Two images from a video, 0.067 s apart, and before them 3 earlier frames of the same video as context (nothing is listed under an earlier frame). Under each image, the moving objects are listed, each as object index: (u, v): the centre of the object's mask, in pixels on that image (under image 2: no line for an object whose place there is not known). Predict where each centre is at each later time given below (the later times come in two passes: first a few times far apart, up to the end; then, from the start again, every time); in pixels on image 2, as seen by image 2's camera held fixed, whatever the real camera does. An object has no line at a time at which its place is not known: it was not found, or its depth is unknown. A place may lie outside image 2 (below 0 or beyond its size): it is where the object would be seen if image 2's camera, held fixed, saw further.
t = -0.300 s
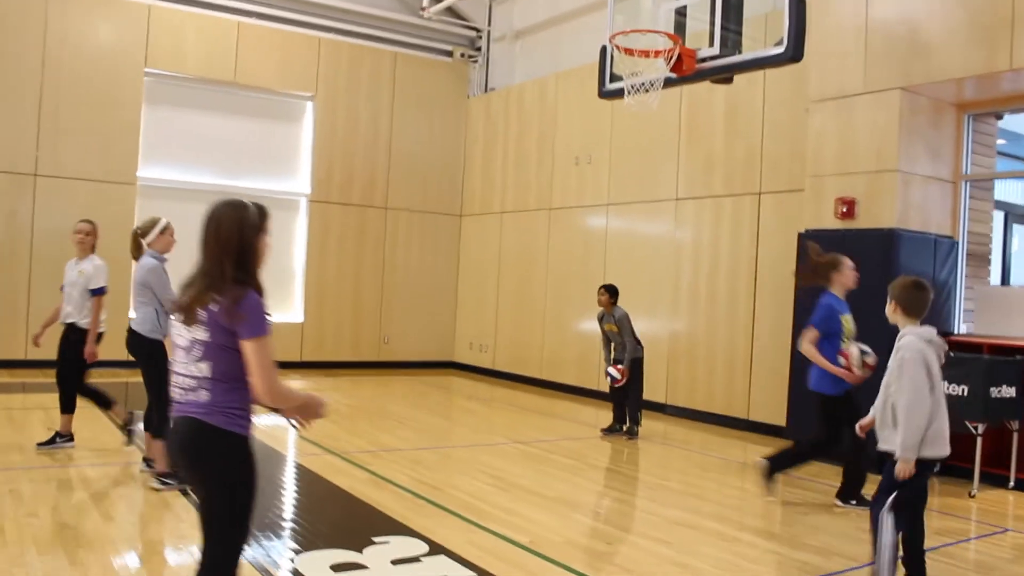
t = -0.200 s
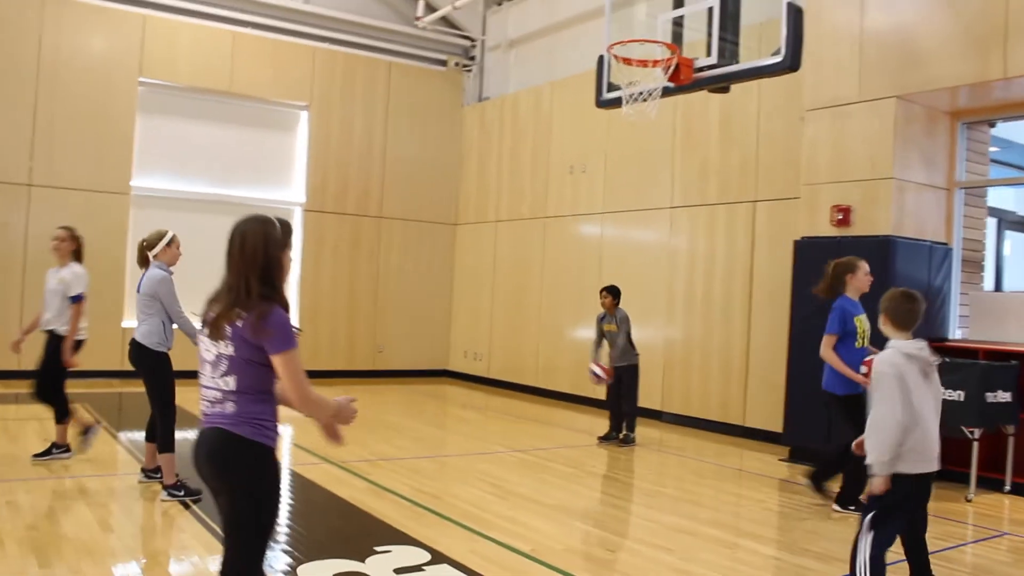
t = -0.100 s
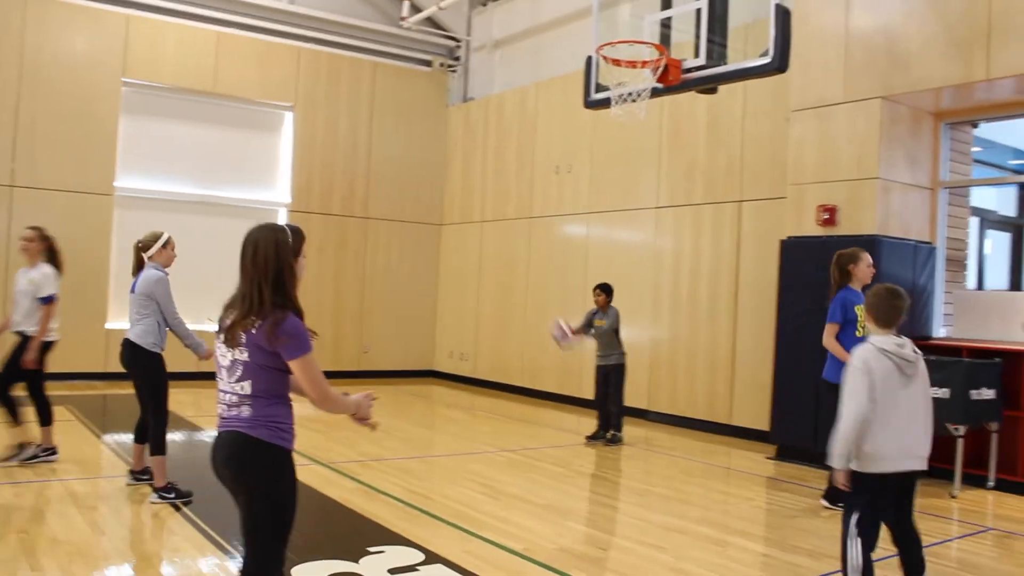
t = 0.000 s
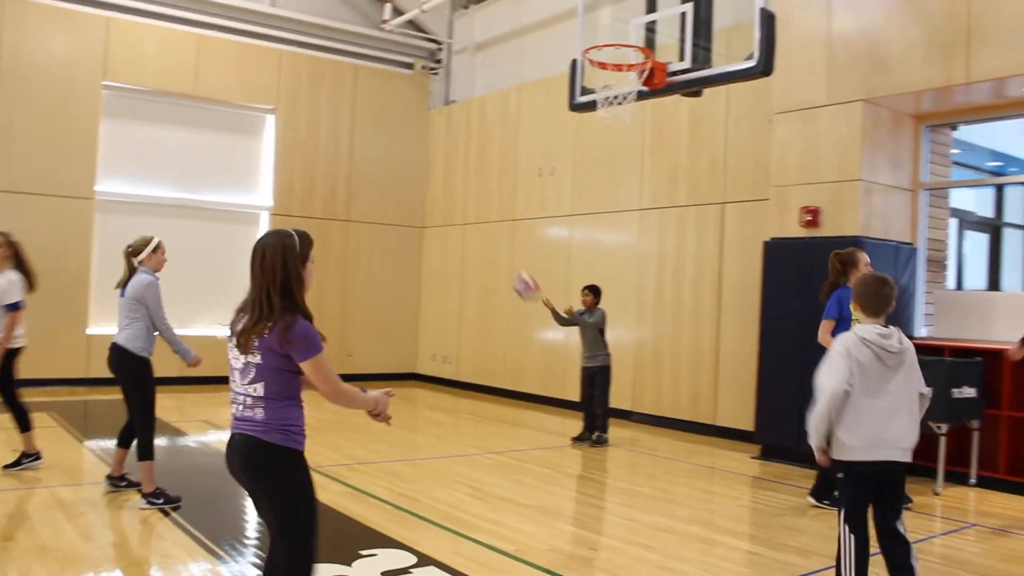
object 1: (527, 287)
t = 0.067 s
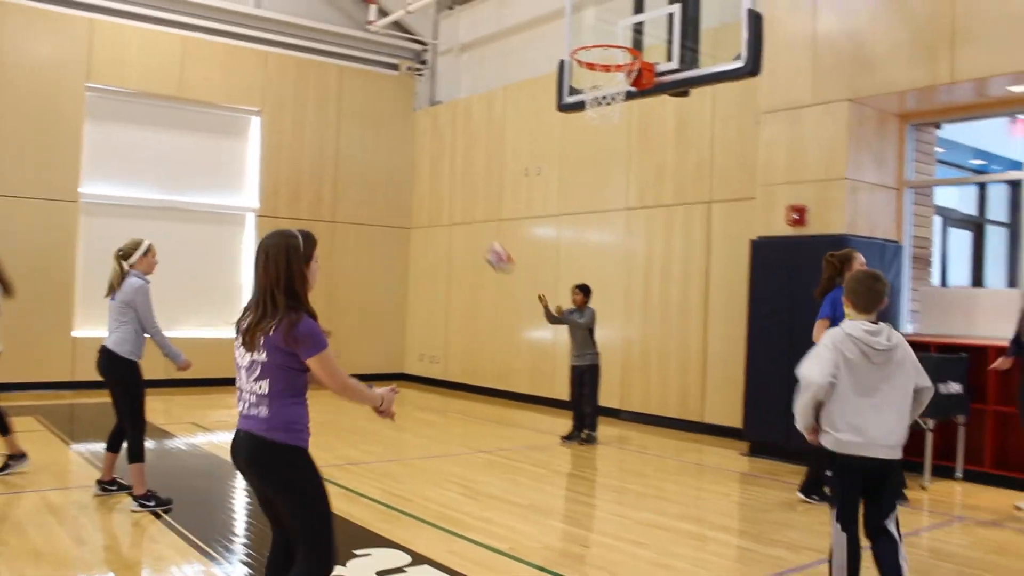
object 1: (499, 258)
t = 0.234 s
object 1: (460, 206)
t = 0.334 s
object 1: (435, 188)
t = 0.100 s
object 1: (491, 245)
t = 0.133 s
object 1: (483, 233)
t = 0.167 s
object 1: (475, 223)
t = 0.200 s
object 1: (467, 214)
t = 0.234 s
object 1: (460, 206)
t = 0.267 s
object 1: (451, 199)
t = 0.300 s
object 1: (443, 192)
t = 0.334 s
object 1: (435, 188)
